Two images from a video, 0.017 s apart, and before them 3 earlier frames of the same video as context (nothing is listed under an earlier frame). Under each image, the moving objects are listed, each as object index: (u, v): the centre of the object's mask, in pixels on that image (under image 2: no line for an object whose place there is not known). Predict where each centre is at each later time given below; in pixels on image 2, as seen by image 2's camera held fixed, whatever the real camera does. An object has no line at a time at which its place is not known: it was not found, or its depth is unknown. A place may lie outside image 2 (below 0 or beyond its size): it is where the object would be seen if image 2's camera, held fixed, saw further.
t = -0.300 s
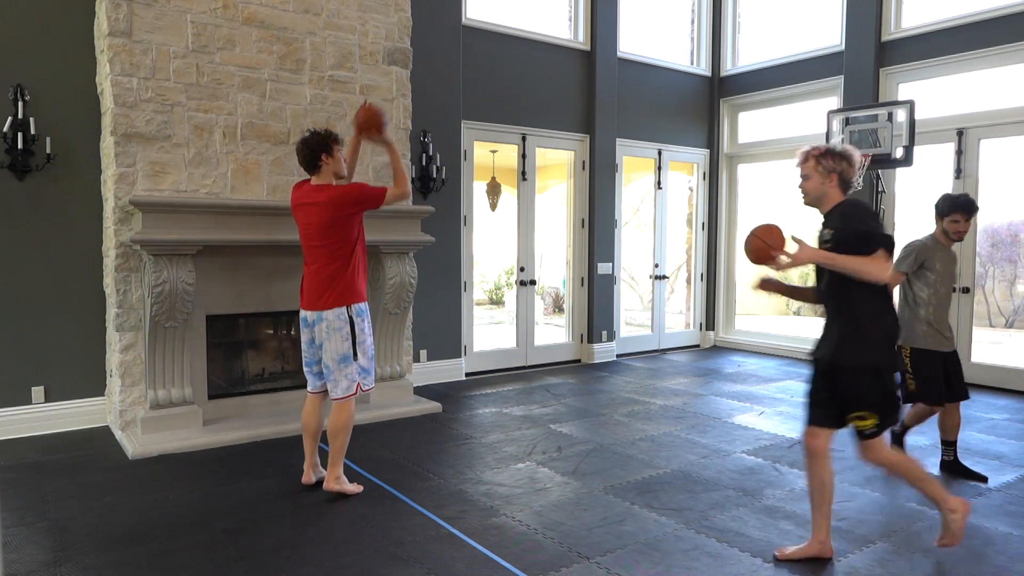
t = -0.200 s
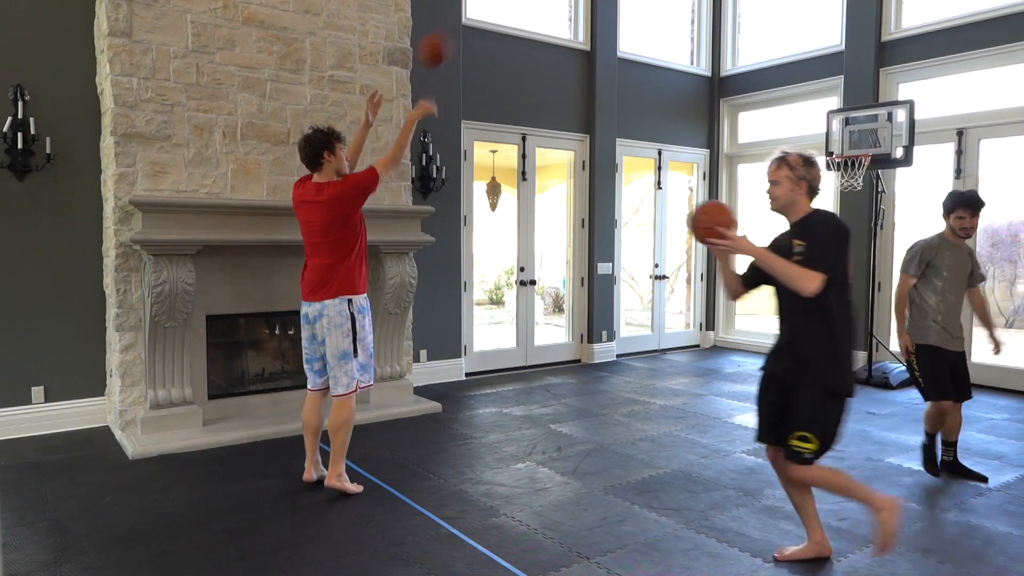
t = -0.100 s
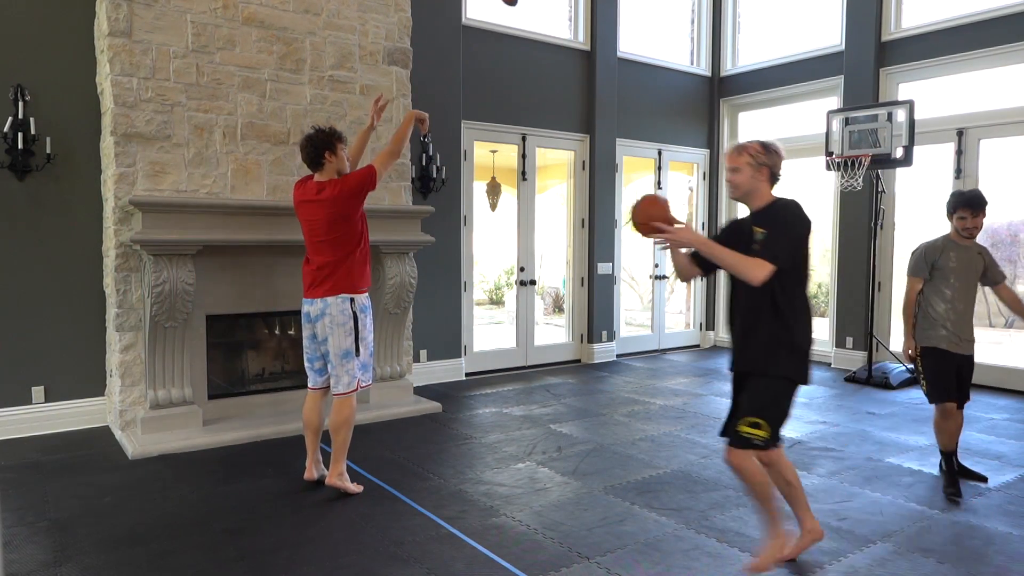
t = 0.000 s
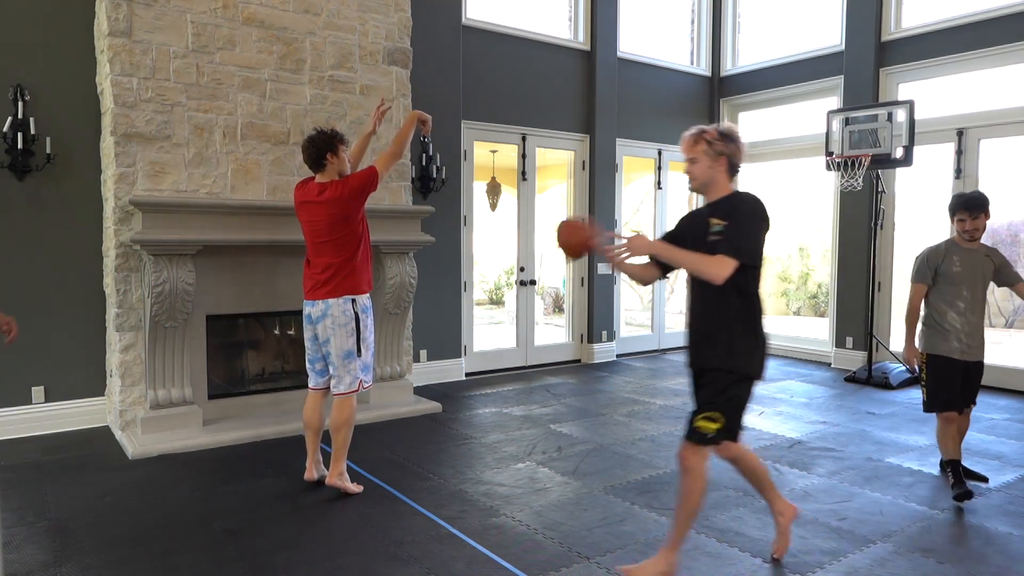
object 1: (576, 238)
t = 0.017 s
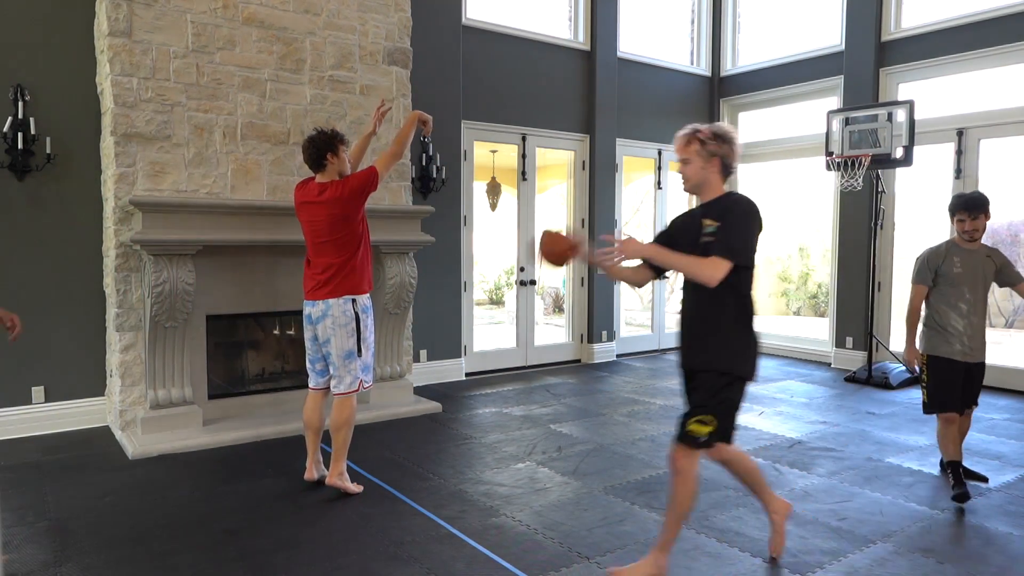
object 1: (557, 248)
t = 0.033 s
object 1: (536, 258)
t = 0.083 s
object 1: (482, 300)
